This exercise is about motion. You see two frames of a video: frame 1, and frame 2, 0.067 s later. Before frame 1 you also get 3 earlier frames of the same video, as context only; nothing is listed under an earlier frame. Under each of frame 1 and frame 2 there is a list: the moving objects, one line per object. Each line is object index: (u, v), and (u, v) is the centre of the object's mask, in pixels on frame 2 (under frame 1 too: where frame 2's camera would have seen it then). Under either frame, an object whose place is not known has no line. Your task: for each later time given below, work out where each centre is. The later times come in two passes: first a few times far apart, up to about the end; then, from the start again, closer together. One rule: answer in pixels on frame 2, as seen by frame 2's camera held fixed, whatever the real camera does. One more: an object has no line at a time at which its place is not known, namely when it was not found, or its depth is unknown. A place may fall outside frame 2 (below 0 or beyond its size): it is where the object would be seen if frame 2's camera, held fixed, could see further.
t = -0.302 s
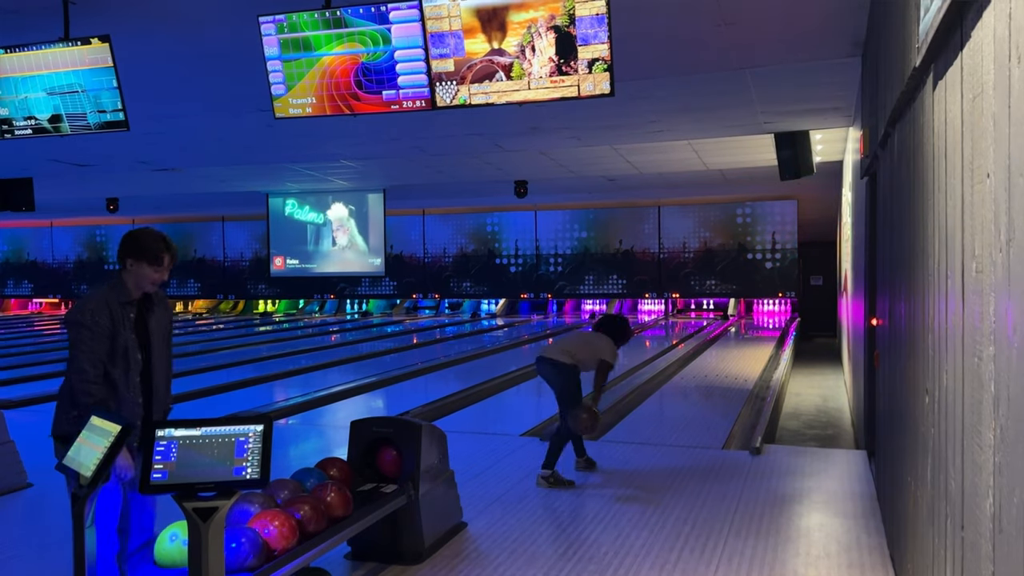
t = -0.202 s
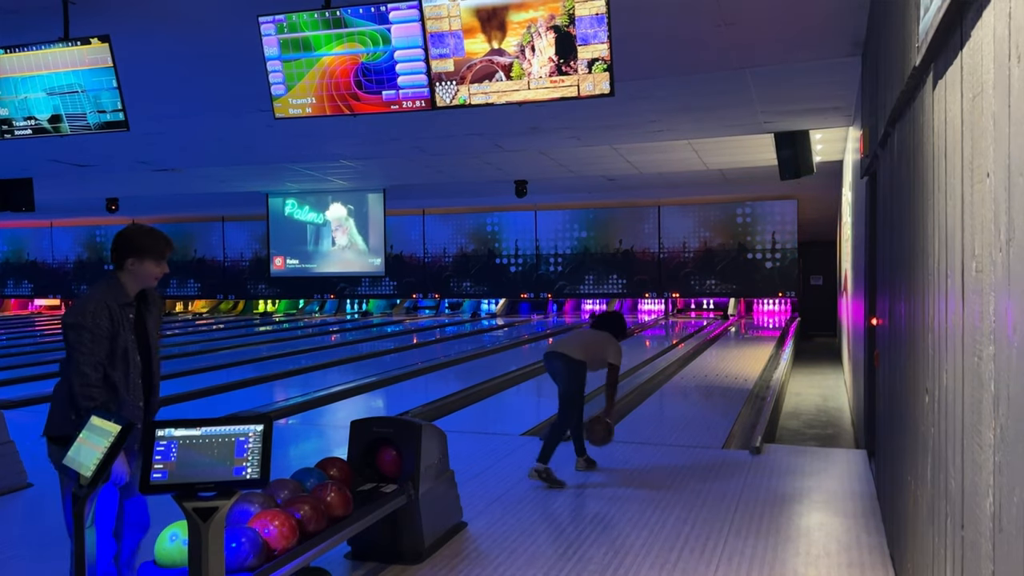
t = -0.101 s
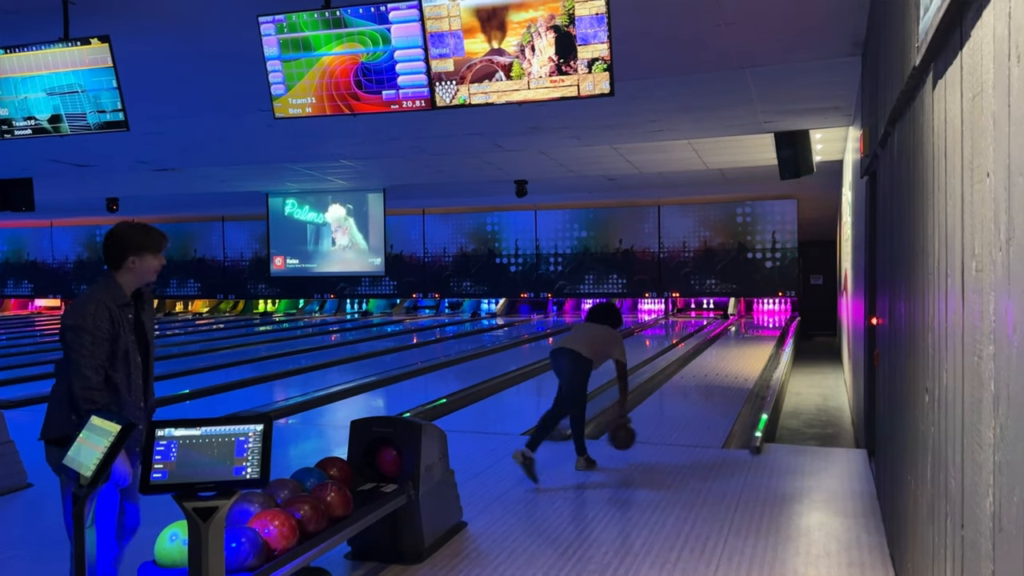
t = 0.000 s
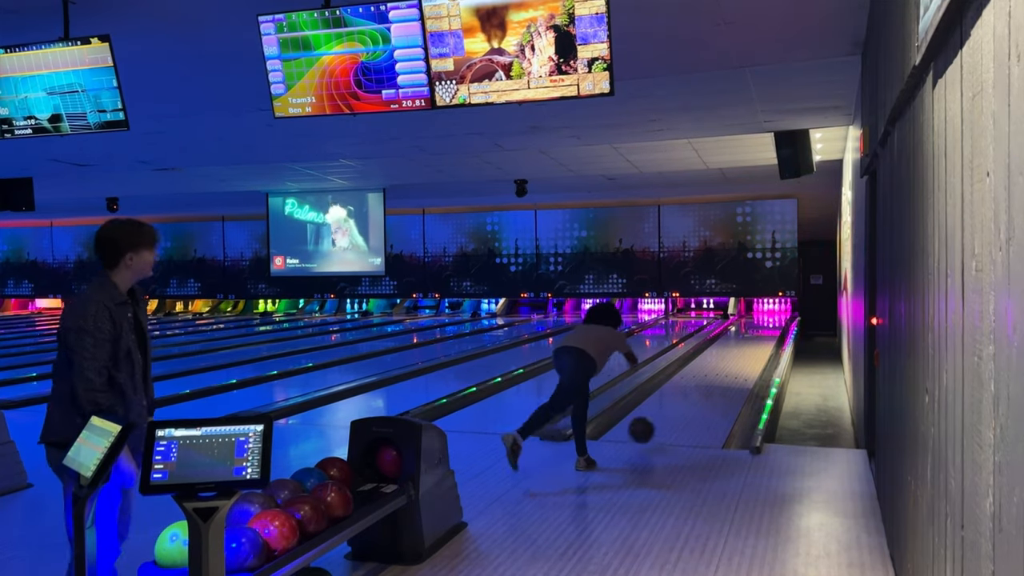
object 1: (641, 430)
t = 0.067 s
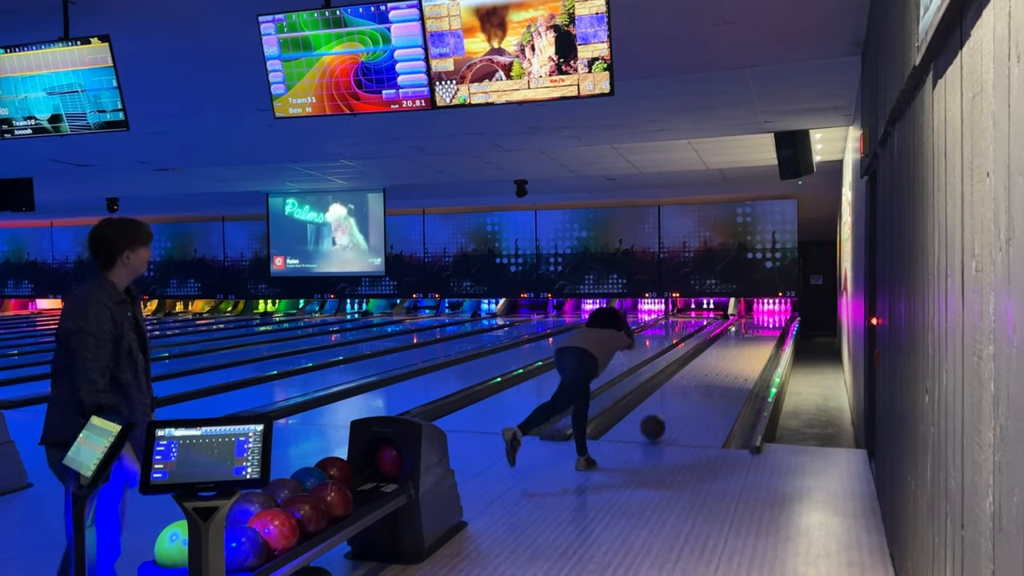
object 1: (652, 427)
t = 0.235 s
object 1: (676, 409)
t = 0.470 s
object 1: (702, 390)
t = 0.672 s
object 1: (719, 376)
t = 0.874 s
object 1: (732, 366)
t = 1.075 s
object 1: (743, 356)
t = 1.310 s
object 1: (754, 348)
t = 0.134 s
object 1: (663, 419)
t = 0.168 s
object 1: (667, 416)
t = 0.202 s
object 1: (672, 413)
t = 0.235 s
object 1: (676, 409)
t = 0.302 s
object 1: (684, 403)
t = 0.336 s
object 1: (688, 400)
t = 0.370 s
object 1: (692, 397)
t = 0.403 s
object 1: (695, 394)
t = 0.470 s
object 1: (702, 390)
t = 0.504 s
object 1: (705, 387)
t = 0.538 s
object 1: (708, 384)
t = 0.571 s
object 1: (711, 382)
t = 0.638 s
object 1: (716, 378)
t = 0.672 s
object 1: (719, 376)
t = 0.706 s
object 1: (721, 374)
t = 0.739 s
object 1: (723, 372)
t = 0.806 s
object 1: (728, 369)
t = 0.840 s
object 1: (730, 367)
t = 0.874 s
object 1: (732, 366)
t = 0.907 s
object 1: (734, 364)
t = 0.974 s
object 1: (738, 361)
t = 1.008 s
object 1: (740, 359)
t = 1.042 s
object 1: (741, 358)
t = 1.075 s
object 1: (743, 356)
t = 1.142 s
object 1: (746, 354)
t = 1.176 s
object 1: (748, 353)
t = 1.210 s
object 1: (750, 351)
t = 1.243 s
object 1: (751, 350)
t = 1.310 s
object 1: (754, 348)
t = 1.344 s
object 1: (755, 347)
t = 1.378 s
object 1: (756, 346)
